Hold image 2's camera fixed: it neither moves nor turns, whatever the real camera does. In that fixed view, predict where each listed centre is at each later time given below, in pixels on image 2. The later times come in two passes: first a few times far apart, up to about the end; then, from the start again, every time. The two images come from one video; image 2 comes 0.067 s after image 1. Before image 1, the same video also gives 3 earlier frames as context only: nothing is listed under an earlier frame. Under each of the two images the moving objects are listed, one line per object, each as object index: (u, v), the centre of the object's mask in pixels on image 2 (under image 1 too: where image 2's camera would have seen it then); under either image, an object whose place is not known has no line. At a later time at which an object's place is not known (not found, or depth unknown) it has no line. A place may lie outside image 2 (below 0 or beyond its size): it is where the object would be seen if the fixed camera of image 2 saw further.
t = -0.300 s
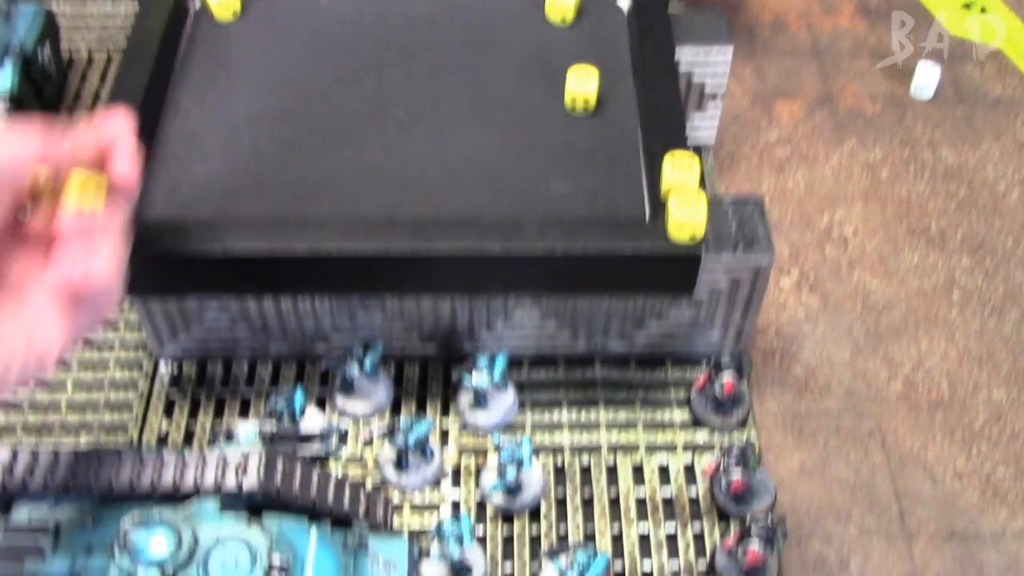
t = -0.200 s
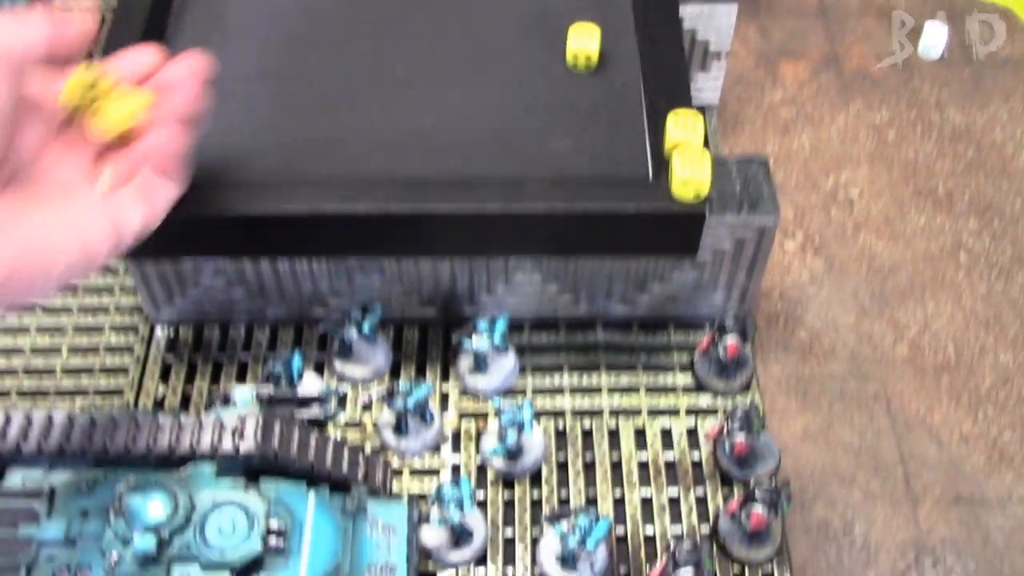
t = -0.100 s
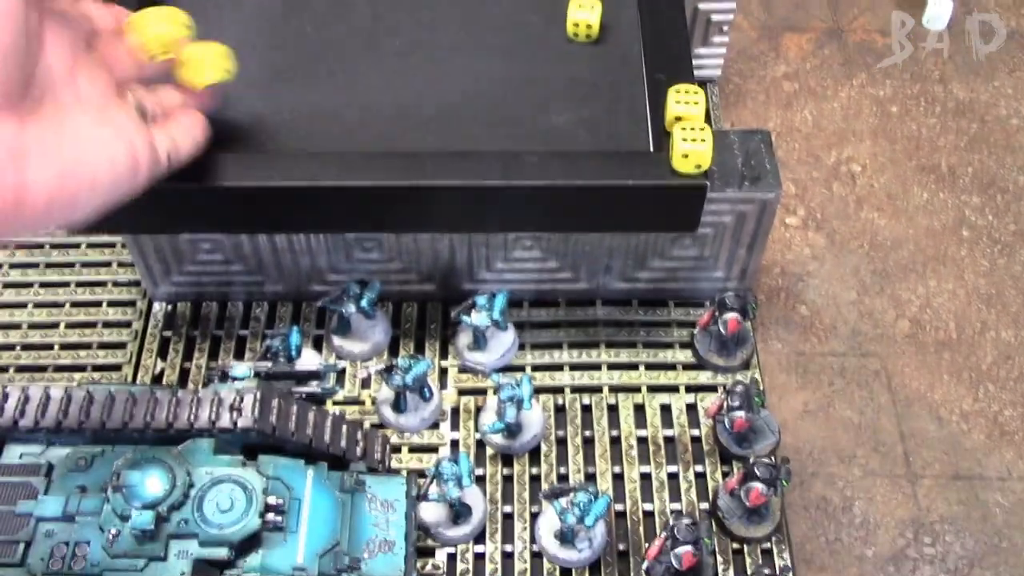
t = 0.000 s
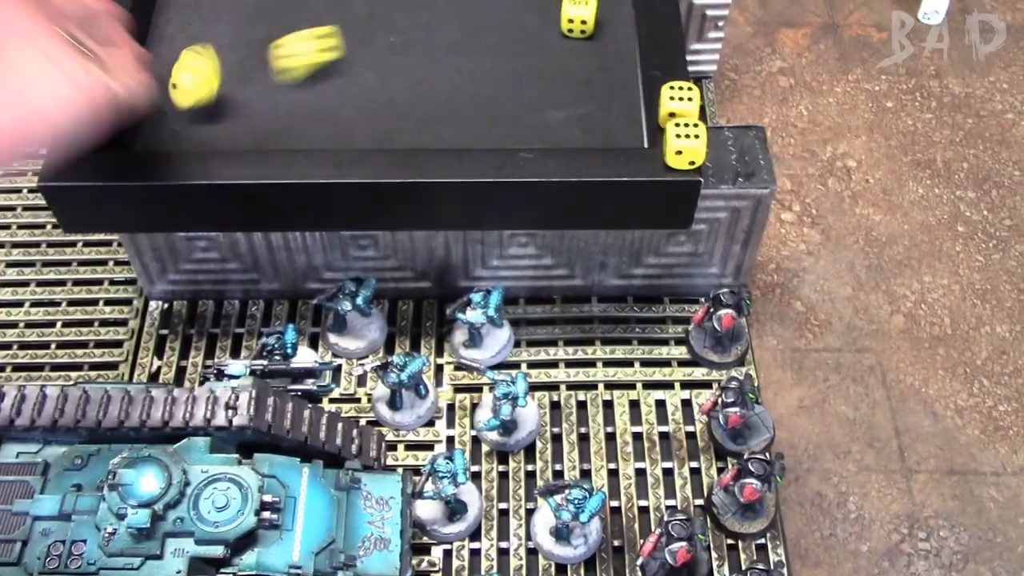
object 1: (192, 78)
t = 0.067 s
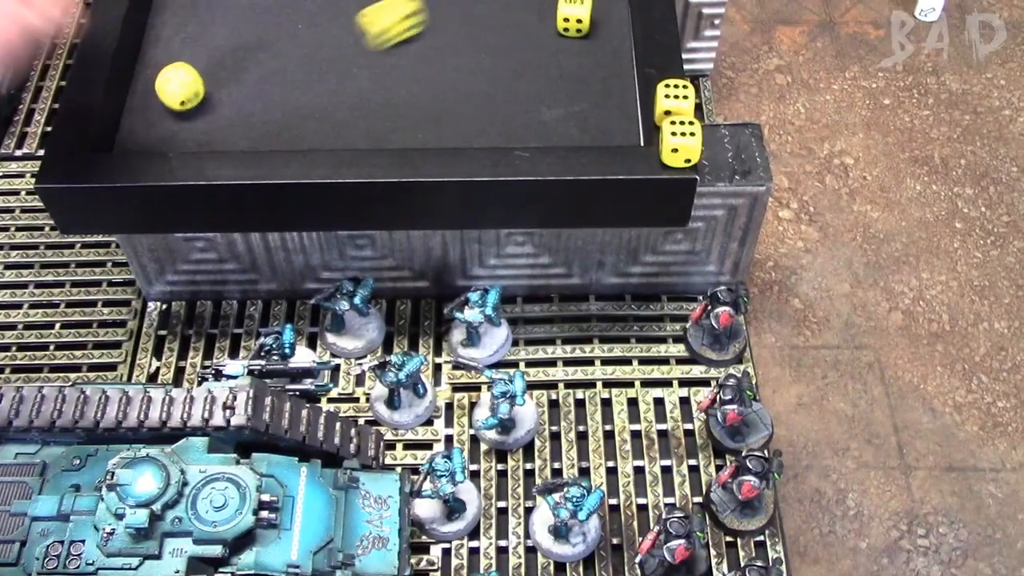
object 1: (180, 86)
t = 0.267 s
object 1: (167, 53)
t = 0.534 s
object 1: (175, 52)
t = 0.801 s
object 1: (169, 68)
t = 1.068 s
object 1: (161, 65)
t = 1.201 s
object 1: (161, 63)
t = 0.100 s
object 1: (177, 81)
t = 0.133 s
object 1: (178, 78)
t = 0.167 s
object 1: (180, 71)
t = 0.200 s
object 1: (178, 62)
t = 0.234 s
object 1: (174, 57)
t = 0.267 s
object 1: (167, 53)
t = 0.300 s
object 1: (158, 51)
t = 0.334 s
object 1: (152, 50)
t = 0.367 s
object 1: (156, 50)
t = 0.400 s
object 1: (161, 51)
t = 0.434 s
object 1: (166, 51)
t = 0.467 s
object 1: (168, 51)
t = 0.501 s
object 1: (172, 52)
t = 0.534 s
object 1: (175, 52)
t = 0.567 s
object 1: (178, 54)
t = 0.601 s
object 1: (179, 56)
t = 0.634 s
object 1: (180, 58)
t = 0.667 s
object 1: (179, 60)
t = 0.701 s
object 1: (178, 63)
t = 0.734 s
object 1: (175, 65)
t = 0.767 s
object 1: (172, 67)
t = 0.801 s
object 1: (169, 68)
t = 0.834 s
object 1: (165, 69)
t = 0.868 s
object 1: (163, 68)
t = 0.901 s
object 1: (161, 67)
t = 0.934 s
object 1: (161, 65)
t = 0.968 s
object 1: (162, 65)
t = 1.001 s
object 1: (162, 65)
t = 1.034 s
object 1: (162, 65)
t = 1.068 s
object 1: (161, 65)
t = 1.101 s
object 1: (161, 64)
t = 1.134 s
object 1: (161, 64)
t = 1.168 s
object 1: (161, 64)
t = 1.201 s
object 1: (161, 63)
